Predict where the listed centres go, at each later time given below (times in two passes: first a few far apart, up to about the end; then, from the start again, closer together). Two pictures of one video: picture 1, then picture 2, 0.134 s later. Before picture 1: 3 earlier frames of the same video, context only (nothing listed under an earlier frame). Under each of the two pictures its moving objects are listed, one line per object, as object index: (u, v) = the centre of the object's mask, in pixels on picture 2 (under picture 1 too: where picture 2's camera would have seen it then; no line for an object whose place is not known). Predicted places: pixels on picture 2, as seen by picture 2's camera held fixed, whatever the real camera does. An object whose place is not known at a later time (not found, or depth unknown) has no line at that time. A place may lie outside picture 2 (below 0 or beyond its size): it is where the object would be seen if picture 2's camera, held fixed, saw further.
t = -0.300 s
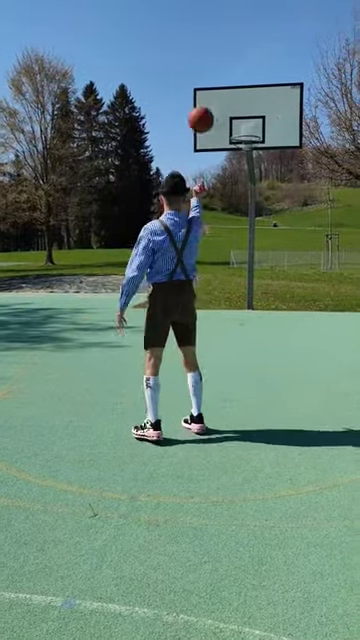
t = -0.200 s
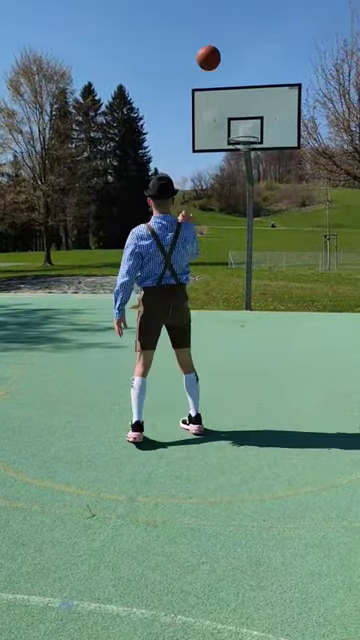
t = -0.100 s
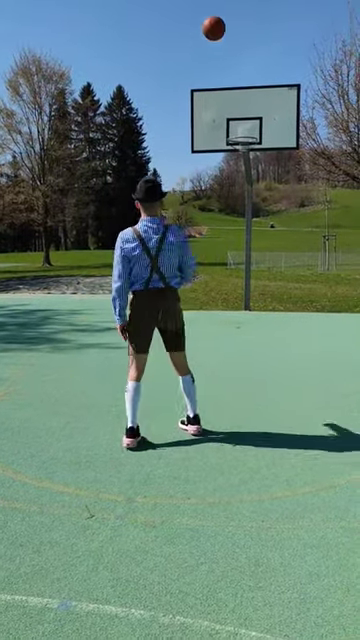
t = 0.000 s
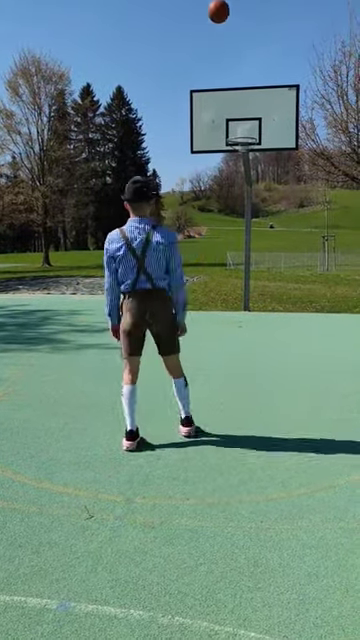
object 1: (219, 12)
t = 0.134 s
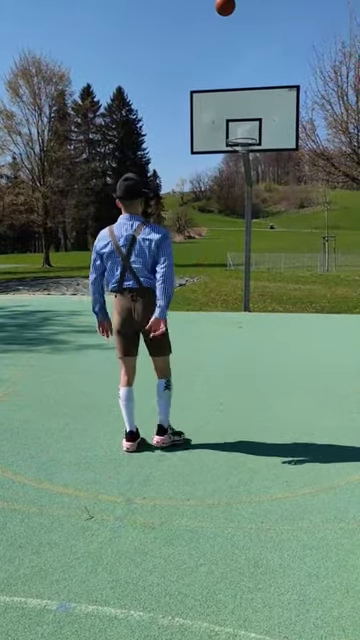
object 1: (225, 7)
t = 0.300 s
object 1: (231, 17)
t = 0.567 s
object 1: (238, 73)
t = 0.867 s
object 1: (242, 171)
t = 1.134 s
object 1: (246, 279)
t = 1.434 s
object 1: (246, 247)
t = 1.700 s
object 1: (241, 217)
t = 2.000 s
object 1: (236, 228)
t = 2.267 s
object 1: (229, 283)
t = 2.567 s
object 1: (223, 284)
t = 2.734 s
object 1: (221, 262)
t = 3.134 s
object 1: (215, 278)
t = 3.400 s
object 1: (211, 311)
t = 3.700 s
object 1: (207, 280)
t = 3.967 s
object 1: (203, 298)
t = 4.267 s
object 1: (199, 301)
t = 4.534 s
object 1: (195, 299)
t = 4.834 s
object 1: (191, 311)
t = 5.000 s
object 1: (188, 305)
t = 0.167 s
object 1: (226, 7)
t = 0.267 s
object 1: (230, 13)
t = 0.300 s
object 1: (231, 17)
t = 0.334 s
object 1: (232, 22)
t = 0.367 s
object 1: (233, 27)
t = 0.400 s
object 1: (234, 34)
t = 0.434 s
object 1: (235, 40)
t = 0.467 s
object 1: (236, 47)
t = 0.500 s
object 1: (237, 56)
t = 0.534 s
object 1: (238, 64)
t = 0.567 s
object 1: (238, 73)
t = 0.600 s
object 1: (239, 83)
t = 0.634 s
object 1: (240, 93)
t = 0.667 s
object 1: (240, 103)
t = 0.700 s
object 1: (241, 113)
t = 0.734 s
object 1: (241, 125)
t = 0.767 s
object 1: (242, 135)
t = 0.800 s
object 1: (241, 147)
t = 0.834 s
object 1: (241, 160)
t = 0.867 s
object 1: (242, 171)
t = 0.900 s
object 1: (244, 184)
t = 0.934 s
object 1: (243, 197)
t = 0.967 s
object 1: (243, 210)
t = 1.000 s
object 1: (244, 224)
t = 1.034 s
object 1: (244, 237)
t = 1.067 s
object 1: (246, 250)
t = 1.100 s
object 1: (246, 264)
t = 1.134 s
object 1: (246, 279)
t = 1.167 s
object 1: (247, 293)
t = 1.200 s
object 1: (247, 309)
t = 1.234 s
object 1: (247, 300)
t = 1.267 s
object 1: (247, 289)
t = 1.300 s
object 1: (247, 278)
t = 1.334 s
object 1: (247, 268)
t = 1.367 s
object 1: (247, 260)
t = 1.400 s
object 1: (247, 253)
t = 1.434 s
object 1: (246, 247)
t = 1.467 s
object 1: (245, 242)
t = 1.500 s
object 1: (245, 237)
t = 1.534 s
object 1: (244, 232)
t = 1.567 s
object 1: (243, 228)
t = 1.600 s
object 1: (242, 225)
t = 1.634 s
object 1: (241, 222)
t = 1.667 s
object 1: (241, 220)
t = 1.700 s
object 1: (241, 217)
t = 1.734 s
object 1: (241, 217)
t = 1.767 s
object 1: (241, 216)
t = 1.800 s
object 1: (240, 216)
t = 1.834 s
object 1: (240, 216)
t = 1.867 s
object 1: (239, 216)
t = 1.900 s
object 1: (238, 218)
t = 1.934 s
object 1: (237, 221)
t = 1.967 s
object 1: (236, 224)
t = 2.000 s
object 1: (236, 228)
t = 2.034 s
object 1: (235, 232)
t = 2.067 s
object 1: (234, 237)
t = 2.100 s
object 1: (233, 244)
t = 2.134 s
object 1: (232, 250)
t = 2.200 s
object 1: (231, 265)
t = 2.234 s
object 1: (230, 273)
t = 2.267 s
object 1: (229, 283)
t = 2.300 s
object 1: (227, 293)
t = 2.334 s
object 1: (226, 304)
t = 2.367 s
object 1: (225, 316)
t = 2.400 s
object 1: (225, 325)
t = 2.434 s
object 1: (224, 316)
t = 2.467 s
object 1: (224, 307)
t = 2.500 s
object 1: (223, 298)
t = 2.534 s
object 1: (223, 291)
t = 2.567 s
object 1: (223, 284)
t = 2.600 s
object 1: (223, 278)
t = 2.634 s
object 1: (222, 273)
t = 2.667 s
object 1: (222, 269)
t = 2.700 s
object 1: (221, 265)
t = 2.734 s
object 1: (221, 262)
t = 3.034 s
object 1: (217, 264)
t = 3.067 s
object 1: (216, 269)
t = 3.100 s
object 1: (216, 272)
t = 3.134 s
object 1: (215, 278)
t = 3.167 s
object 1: (214, 284)
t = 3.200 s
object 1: (214, 290)
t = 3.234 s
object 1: (213, 297)
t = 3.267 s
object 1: (213, 305)
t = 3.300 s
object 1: (213, 314)
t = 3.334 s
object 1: (212, 324)
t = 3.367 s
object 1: (212, 318)
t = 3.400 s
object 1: (211, 311)
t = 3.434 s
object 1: (211, 305)
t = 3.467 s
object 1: (210, 299)
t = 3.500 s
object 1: (210, 294)
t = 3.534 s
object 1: (210, 290)
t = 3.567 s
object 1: (209, 287)
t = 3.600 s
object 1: (208, 284)
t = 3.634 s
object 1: (208, 282)
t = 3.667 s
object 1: (208, 281)
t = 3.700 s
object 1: (207, 280)
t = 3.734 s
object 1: (207, 280)
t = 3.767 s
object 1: (206, 280)
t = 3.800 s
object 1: (206, 282)
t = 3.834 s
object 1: (205, 284)
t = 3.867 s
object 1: (205, 286)
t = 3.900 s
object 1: (205, 289)
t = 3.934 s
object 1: (204, 293)
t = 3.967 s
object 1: (203, 298)
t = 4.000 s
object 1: (202, 303)
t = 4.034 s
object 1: (202, 310)
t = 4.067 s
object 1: (202, 317)
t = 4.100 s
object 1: (202, 324)
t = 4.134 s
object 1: (201, 319)
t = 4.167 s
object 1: (201, 313)
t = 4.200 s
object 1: (200, 308)
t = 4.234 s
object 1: (200, 304)
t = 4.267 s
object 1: (199, 301)
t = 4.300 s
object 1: (199, 298)
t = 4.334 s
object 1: (198, 297)
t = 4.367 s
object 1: (198, 296)
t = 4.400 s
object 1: (197, 295)
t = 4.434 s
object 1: (198, 295)
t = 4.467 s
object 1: (197, 296)
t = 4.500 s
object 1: (196, 297)
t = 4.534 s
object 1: (195, 299)
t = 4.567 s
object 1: (195, 302)
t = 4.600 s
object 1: (194, 306)
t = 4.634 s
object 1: (194, 310)
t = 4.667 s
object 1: (193, 315)
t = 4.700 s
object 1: (193, 321)
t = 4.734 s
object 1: (192, 323)
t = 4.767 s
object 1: (192, 318)
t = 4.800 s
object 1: (191, 314)
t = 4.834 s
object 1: (191, 311)
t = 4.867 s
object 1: (190, 309)
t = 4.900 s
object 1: (189, 307)
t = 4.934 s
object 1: (188, 305)
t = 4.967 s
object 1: (189, 305)
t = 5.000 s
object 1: (188, 305)
